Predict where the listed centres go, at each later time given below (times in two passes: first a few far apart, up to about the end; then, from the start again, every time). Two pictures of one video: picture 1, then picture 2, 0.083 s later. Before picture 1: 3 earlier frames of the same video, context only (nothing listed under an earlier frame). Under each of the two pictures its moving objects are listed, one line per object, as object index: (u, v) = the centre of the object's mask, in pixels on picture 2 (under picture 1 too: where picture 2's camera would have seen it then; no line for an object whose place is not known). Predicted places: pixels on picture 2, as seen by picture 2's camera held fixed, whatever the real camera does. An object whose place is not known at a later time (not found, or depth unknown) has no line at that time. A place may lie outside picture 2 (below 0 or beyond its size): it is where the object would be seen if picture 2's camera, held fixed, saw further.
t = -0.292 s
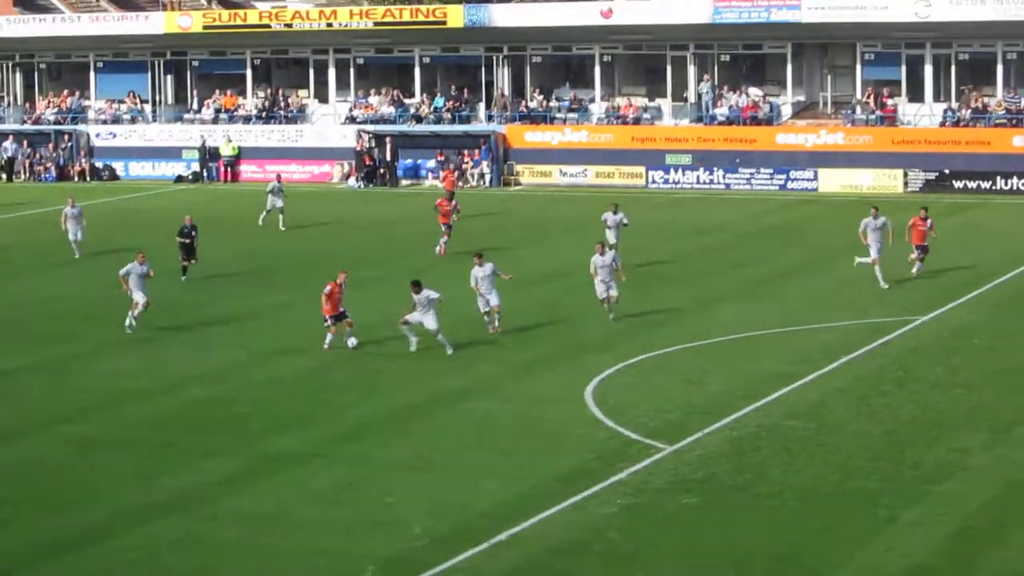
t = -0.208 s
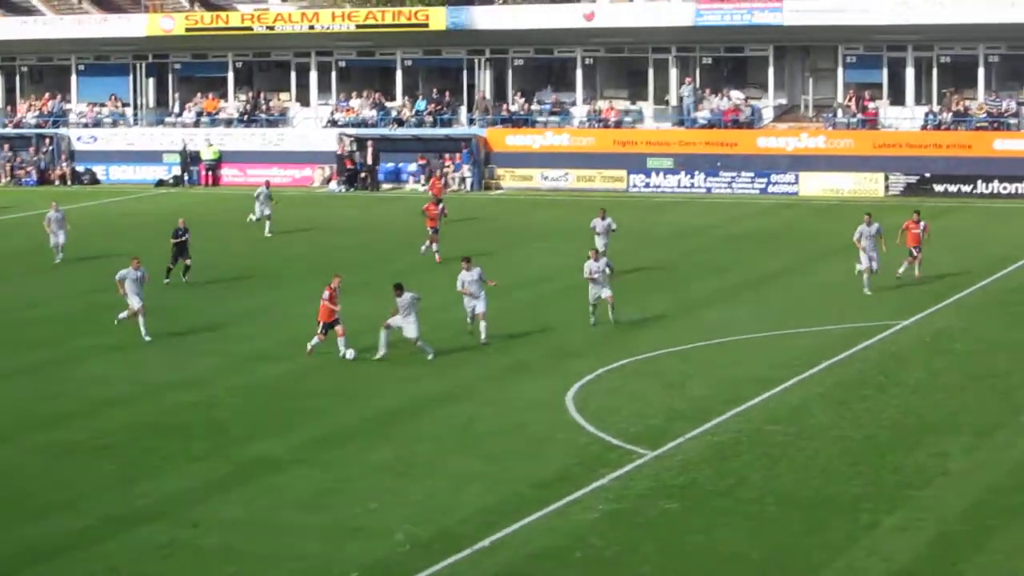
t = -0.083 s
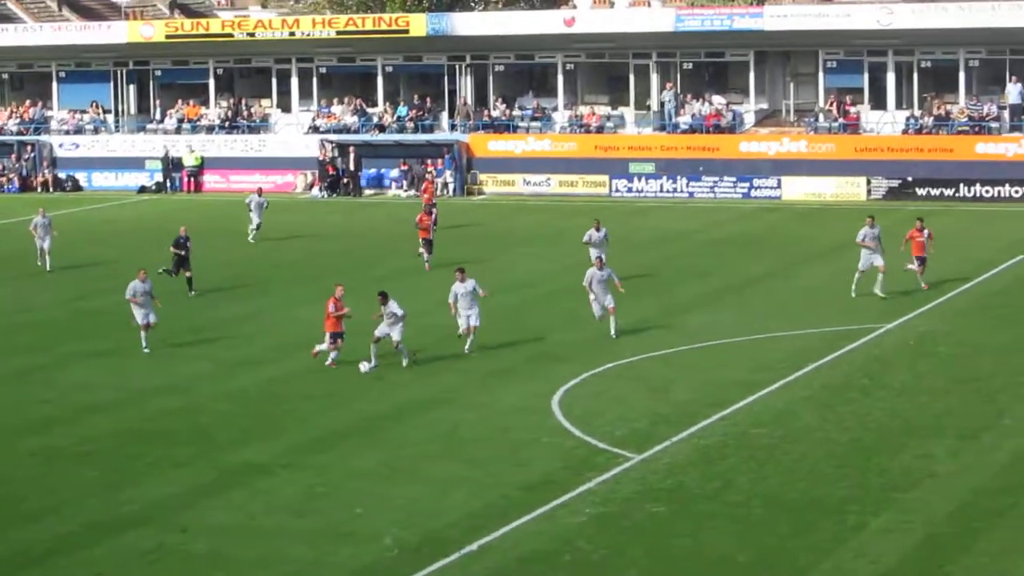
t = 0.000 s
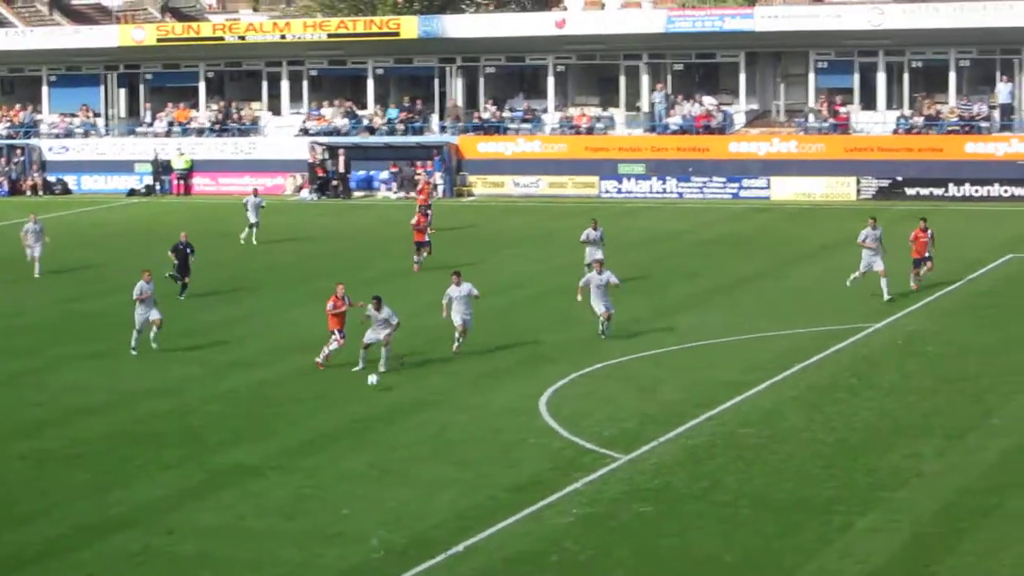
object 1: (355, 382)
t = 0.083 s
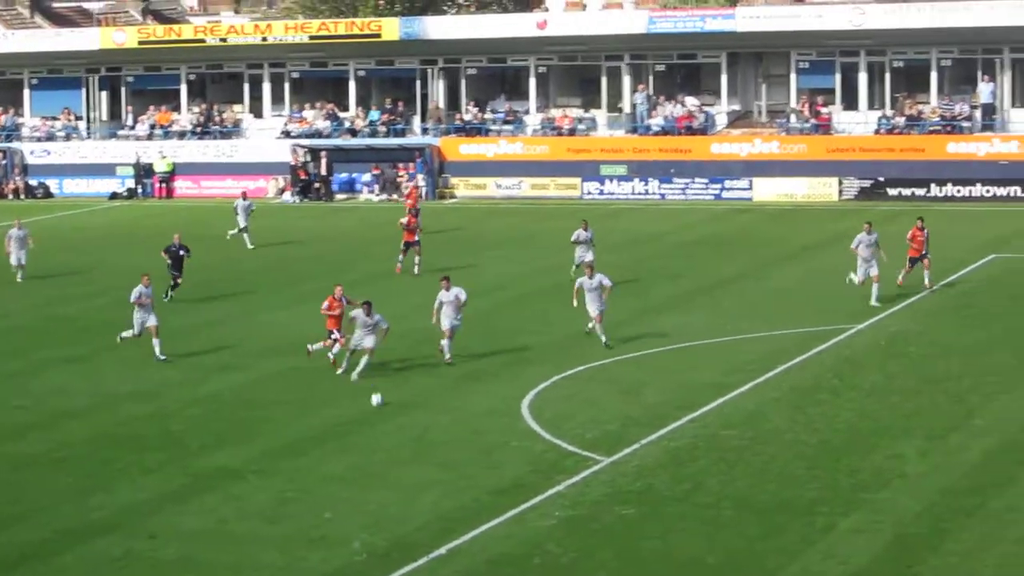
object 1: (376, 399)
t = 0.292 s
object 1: (425, 416)
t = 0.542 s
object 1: (485, 447)
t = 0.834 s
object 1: (551, 479)
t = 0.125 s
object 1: (386, 402)
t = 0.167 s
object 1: (395, 403)
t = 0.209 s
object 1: (405, 406)
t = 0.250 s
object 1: (415, 410)
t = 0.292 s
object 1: (425, 416)
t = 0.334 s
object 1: (435, 423)
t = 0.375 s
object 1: (445, 430)
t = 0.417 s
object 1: (455, 432)
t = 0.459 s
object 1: (464, 436)
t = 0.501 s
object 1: (474, 441)
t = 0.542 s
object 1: (485, 447)
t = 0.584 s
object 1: (494, 453)
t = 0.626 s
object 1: (503, 456)
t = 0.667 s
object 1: (513, 459)
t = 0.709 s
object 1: (523, 463)
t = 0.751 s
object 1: (533, 469)
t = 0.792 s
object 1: (542, 476)
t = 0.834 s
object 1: (551, 479)
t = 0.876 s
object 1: (560, 480)
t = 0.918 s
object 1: (568, 483)
